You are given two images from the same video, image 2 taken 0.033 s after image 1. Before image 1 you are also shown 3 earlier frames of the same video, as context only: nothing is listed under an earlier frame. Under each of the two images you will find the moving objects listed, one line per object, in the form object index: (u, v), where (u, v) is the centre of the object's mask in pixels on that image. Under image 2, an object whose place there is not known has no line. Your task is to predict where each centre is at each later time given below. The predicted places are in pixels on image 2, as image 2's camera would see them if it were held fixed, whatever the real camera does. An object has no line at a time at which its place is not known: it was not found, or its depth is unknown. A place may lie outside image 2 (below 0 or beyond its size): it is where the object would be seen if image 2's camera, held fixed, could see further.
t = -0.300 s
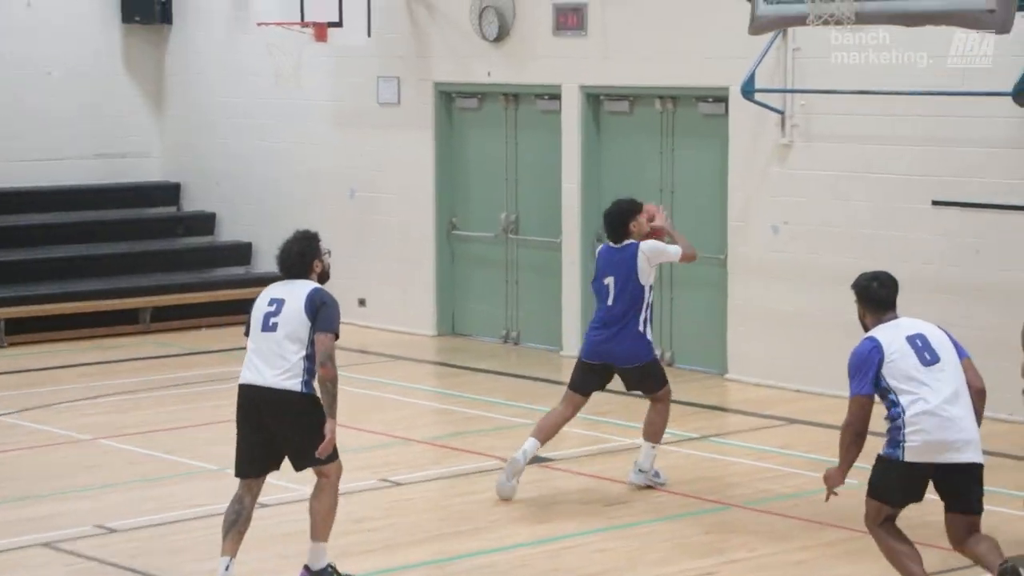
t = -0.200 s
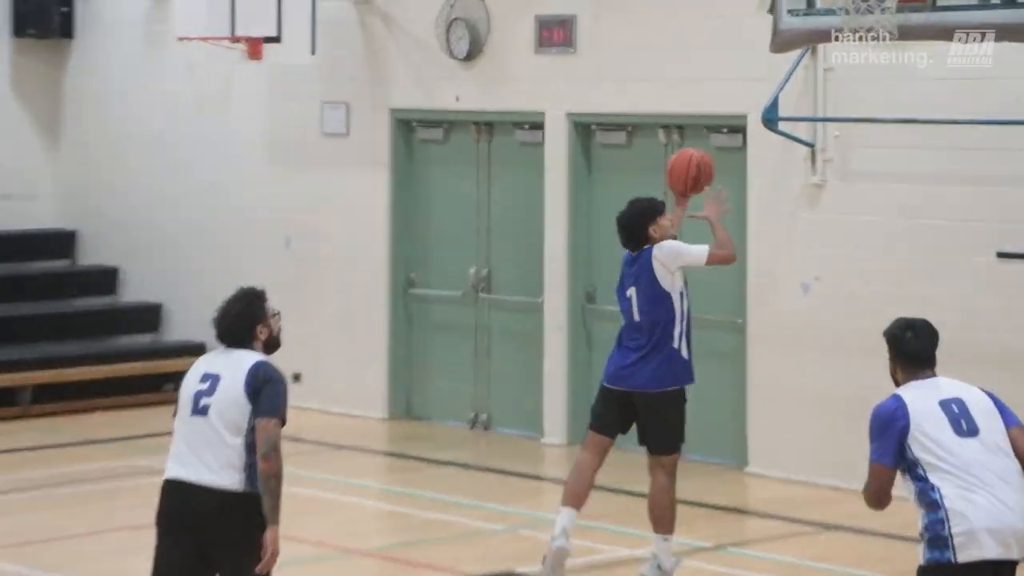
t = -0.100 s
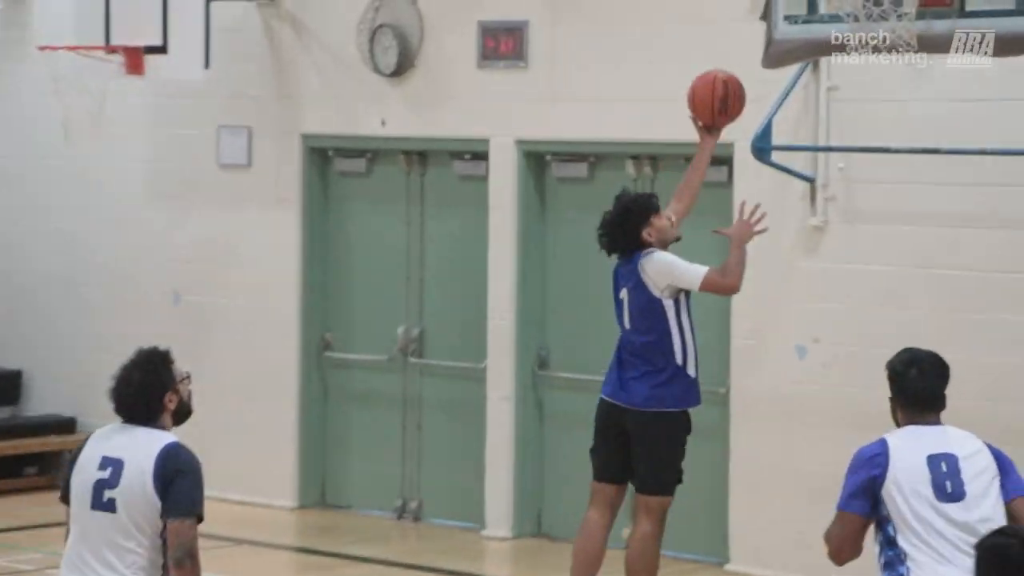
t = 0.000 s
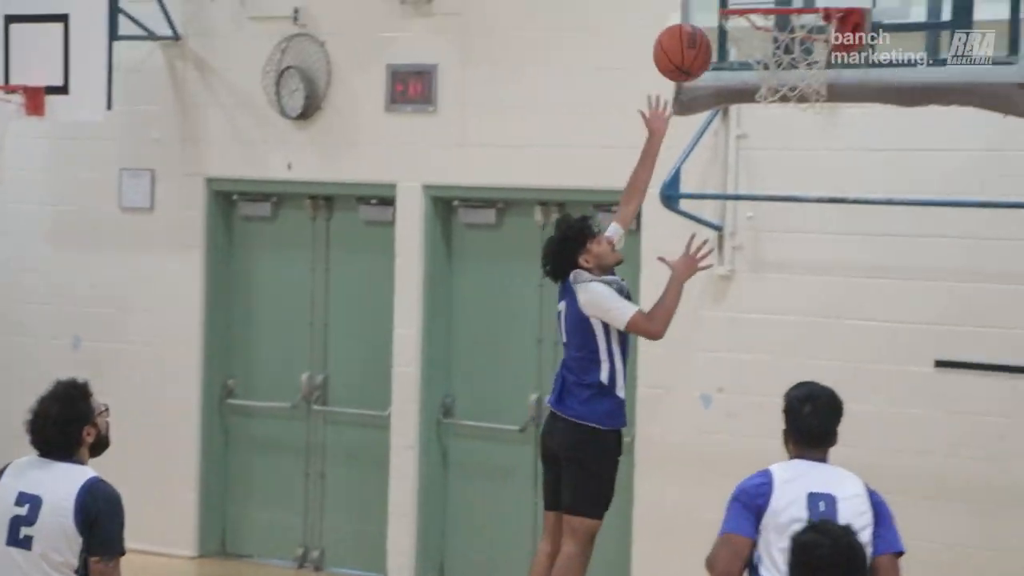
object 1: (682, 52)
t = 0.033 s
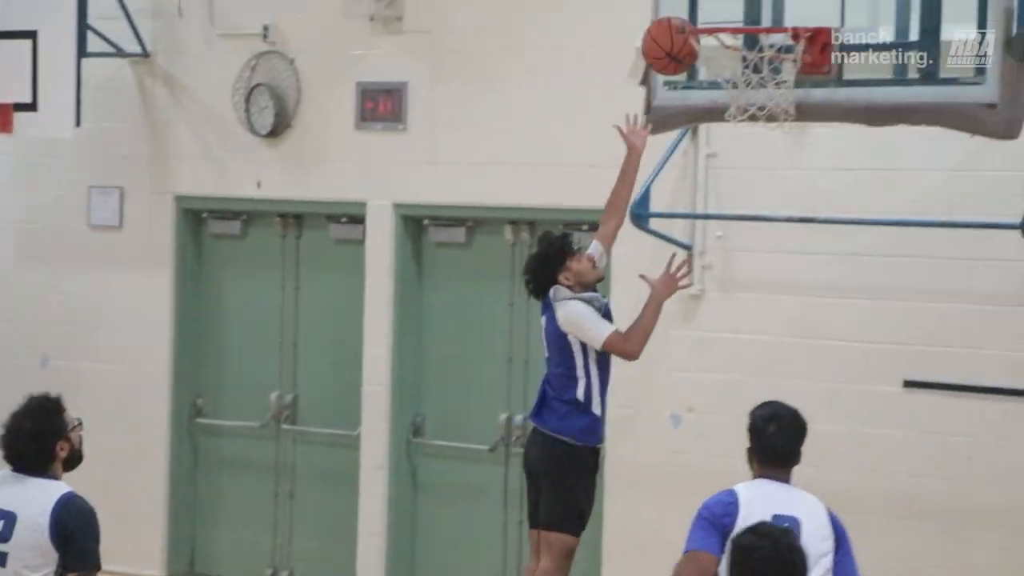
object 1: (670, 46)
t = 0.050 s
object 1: (680, 34)
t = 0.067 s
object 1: (689, 22)
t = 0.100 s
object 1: (711, 0)
